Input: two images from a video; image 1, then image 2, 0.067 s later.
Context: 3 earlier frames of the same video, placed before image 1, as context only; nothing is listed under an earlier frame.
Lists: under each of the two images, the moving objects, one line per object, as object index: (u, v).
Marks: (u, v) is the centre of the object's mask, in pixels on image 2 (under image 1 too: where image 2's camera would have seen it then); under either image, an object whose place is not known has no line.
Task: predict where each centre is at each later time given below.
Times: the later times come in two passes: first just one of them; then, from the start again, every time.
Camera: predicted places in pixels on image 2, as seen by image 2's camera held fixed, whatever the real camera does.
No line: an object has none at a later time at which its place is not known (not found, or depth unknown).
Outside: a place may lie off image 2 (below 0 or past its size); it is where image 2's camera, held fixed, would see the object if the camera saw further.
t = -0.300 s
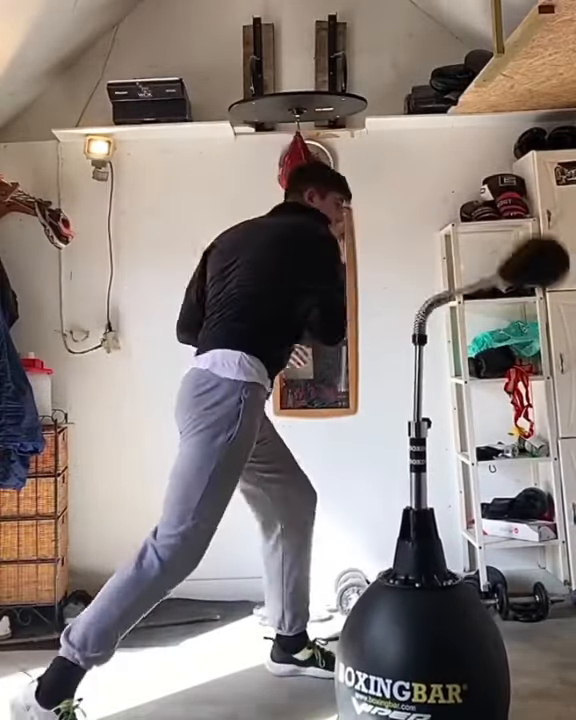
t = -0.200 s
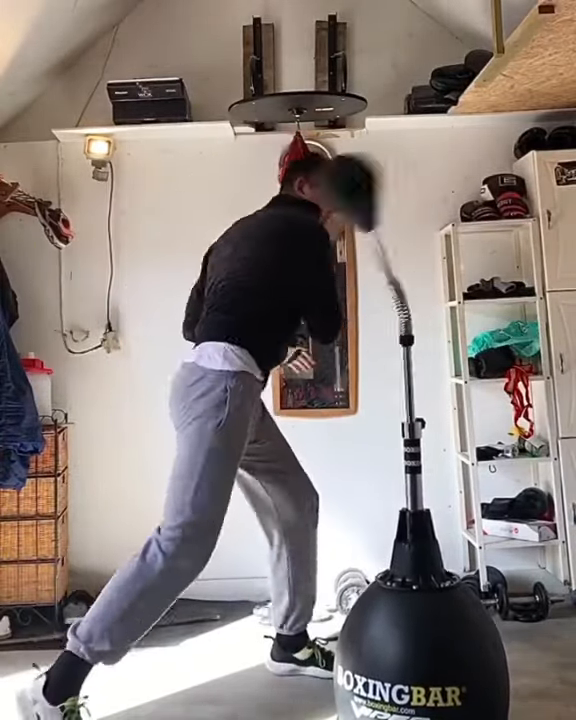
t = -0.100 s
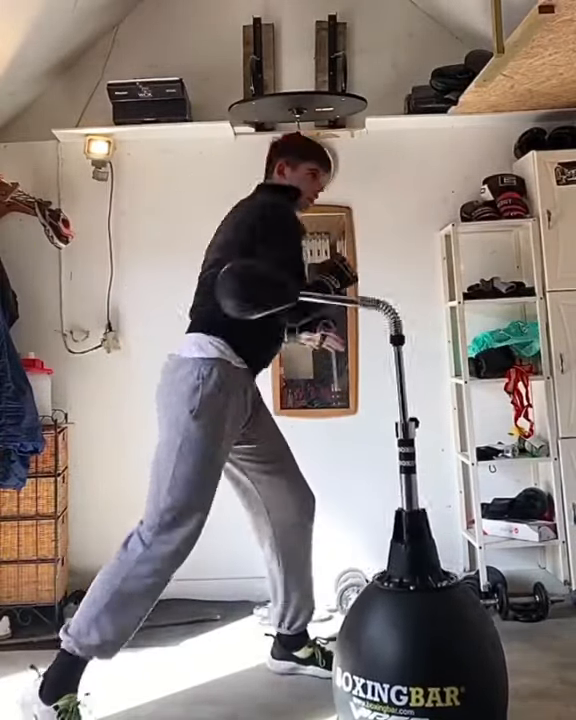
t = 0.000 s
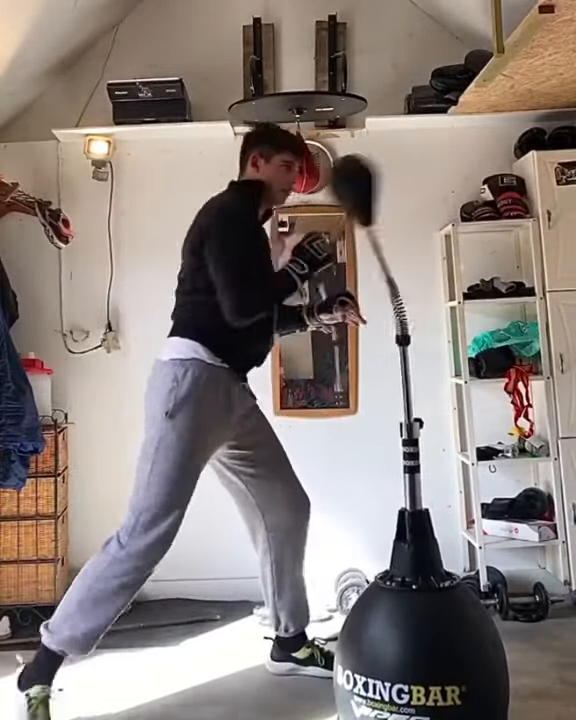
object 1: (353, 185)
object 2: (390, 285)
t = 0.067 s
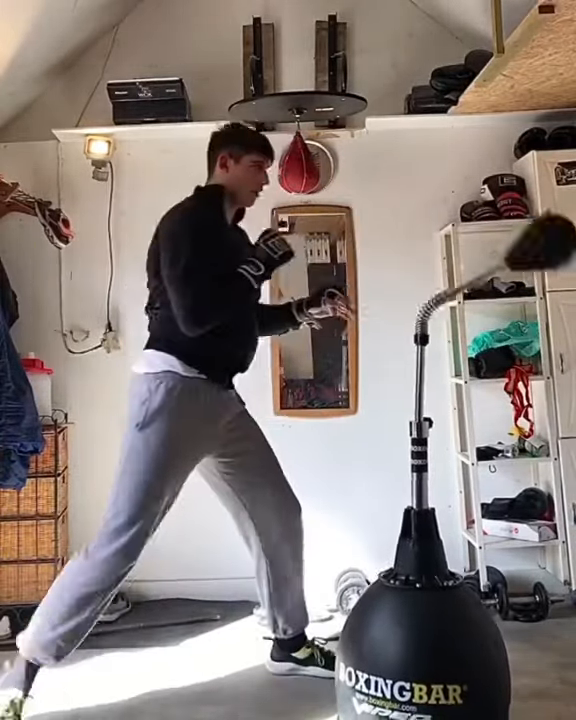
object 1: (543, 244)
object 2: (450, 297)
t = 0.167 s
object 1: (547, 255)
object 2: (445, 299)
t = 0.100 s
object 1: (552, 275)
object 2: (463, 302)
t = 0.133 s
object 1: (553, 279)
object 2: (459, 303)
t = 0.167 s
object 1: (547, 255)
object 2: (445, 299)
